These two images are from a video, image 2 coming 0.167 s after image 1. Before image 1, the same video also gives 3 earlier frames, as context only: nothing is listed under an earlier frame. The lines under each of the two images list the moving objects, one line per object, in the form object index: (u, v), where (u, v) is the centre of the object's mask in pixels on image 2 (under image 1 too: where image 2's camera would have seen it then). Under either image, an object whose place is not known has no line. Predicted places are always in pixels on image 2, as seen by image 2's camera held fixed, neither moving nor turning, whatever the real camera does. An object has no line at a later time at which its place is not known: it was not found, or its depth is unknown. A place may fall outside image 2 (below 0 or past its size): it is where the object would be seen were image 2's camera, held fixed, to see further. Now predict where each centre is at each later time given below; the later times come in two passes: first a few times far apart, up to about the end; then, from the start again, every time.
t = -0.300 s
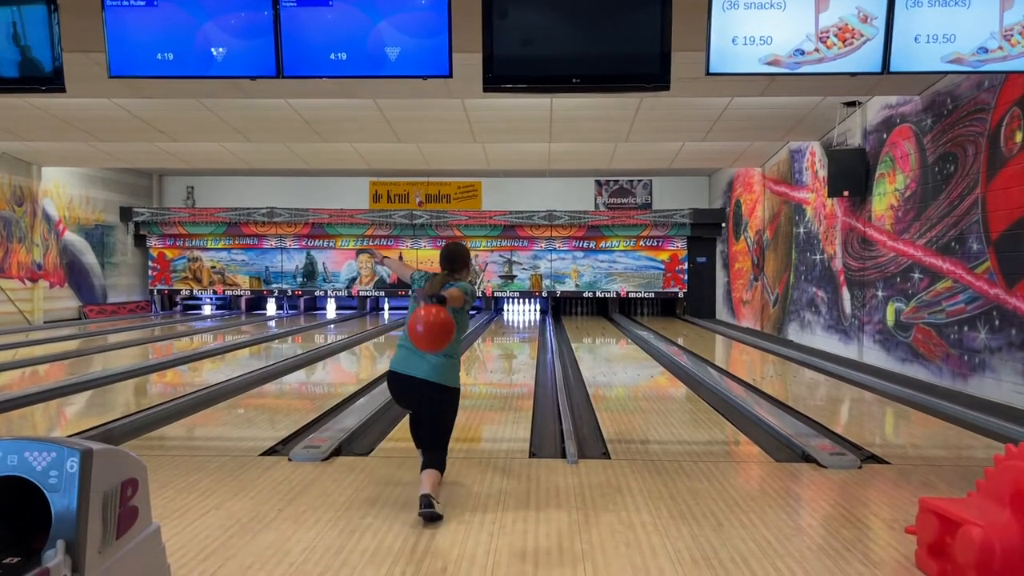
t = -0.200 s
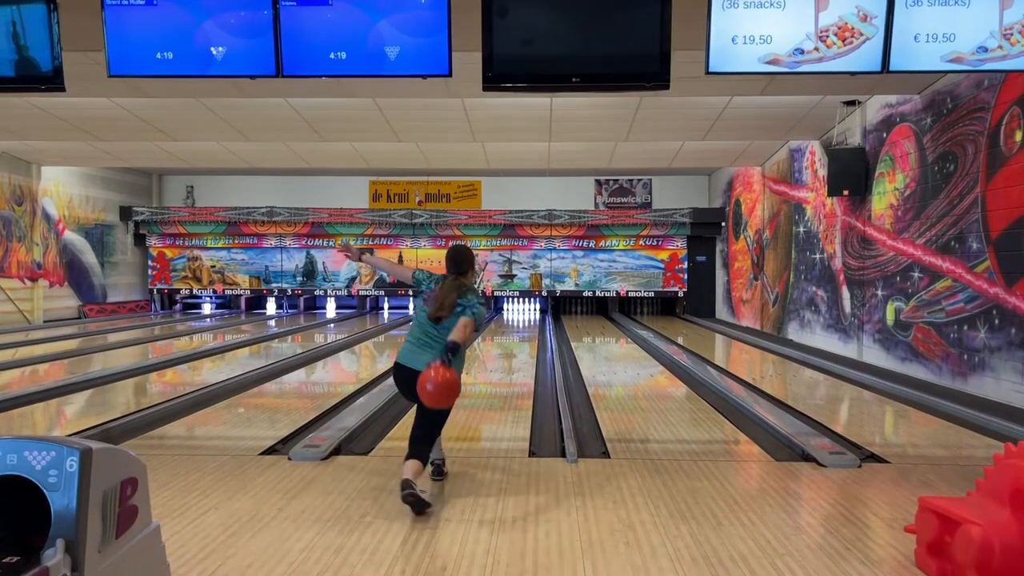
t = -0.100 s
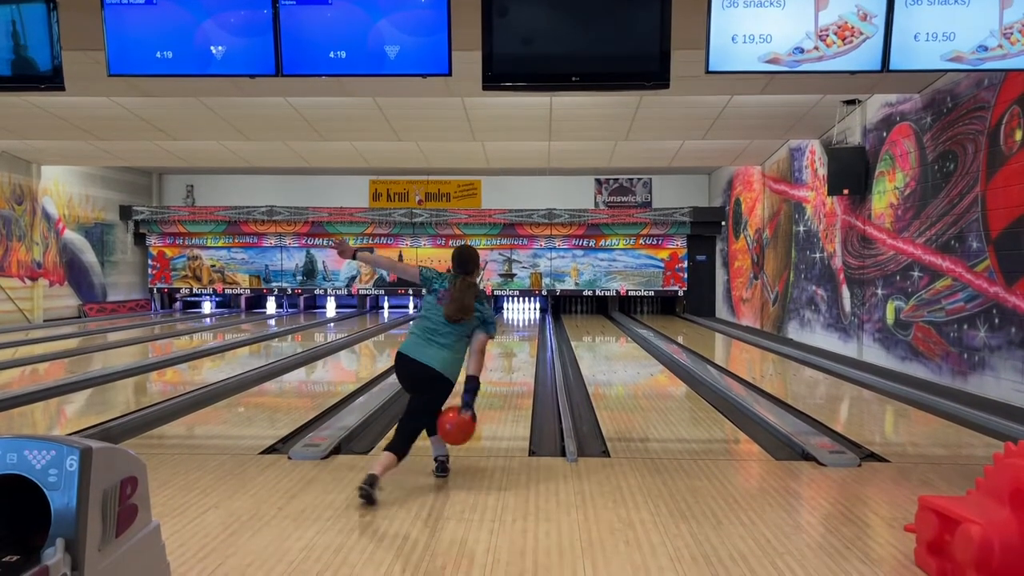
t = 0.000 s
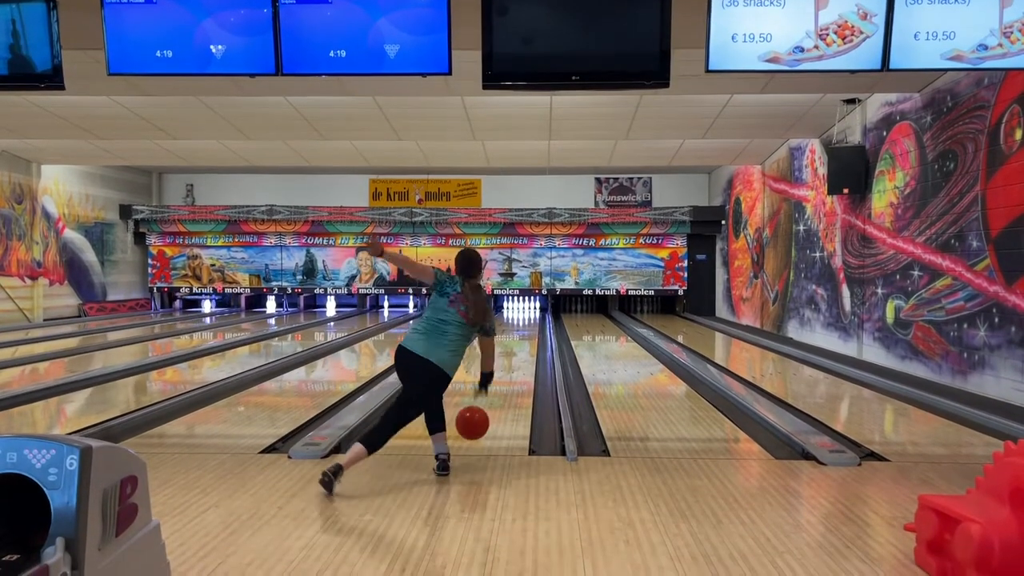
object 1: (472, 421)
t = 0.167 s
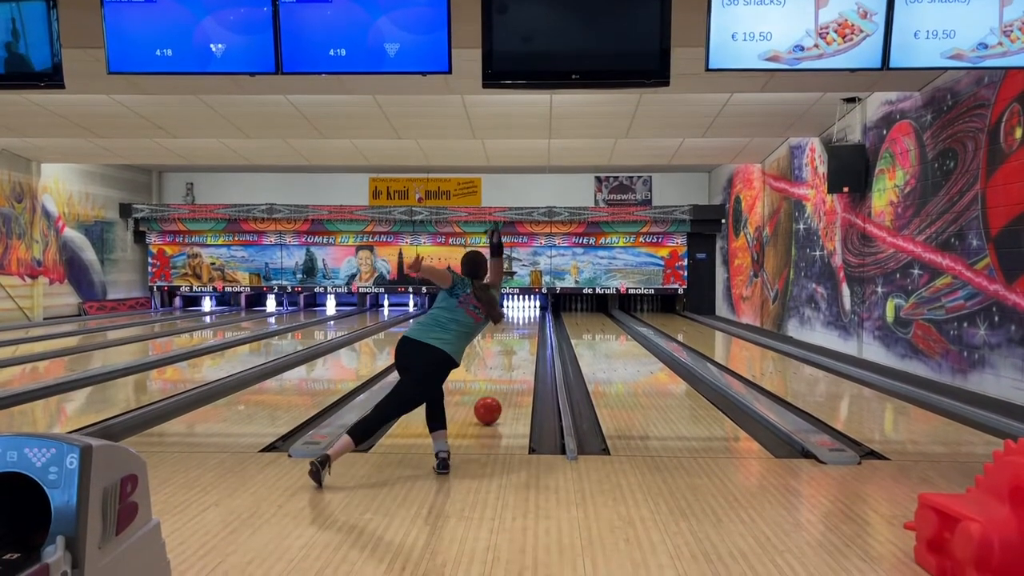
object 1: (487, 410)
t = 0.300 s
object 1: (496, 392)
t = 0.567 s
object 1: (507, 366)
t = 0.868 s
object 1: (515, 347)
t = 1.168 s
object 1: (520, 334)
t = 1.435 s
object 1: (524, 326)
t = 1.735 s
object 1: (525, 320)
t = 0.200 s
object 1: (490, 405)
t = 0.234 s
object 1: (492, 400)
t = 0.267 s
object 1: (494, 396)
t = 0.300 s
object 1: (496, 392)
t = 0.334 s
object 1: (498, 387)
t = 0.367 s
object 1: (499, 384)
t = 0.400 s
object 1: (501, 381)
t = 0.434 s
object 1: (502, 377)
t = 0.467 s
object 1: (504, 374)
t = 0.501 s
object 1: (505, 371)
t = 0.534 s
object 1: (506, 369)
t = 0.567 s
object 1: (507, 366)
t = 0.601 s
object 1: (508, 364)
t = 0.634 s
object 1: (509, 361)
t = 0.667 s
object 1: (510, 359)
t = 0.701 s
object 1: (511, 357)
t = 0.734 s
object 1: (512, 355)
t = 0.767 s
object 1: (513, 353)
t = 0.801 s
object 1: (516, 353)
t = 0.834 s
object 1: (517, 349)
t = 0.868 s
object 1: (515, 347)
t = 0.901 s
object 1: (516, 346)
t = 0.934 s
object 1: (516, 344)
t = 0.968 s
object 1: (517, 343)
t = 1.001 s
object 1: (518, 341)
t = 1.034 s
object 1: (518, 339)
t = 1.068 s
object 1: (519, 338)
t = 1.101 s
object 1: (519, 337)
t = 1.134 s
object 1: (520, 336)
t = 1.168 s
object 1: (520, 334)
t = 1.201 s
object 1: (521, 333)
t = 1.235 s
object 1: (521, 332)
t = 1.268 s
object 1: (522, 331)
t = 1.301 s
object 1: (523, 330)
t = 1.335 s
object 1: (523, 329)
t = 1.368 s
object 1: (523, 328)
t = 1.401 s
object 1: (523, 327)
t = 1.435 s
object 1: (524, 326)
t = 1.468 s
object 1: (524, 325)
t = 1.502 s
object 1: (525, 324)
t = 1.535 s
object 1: (525, 323)
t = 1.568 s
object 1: (525, 323)
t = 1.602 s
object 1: (525, 322)
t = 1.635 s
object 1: (525, 321)
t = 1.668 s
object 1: (526, 320)
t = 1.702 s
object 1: (527, 318)
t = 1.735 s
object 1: (525, 320)
